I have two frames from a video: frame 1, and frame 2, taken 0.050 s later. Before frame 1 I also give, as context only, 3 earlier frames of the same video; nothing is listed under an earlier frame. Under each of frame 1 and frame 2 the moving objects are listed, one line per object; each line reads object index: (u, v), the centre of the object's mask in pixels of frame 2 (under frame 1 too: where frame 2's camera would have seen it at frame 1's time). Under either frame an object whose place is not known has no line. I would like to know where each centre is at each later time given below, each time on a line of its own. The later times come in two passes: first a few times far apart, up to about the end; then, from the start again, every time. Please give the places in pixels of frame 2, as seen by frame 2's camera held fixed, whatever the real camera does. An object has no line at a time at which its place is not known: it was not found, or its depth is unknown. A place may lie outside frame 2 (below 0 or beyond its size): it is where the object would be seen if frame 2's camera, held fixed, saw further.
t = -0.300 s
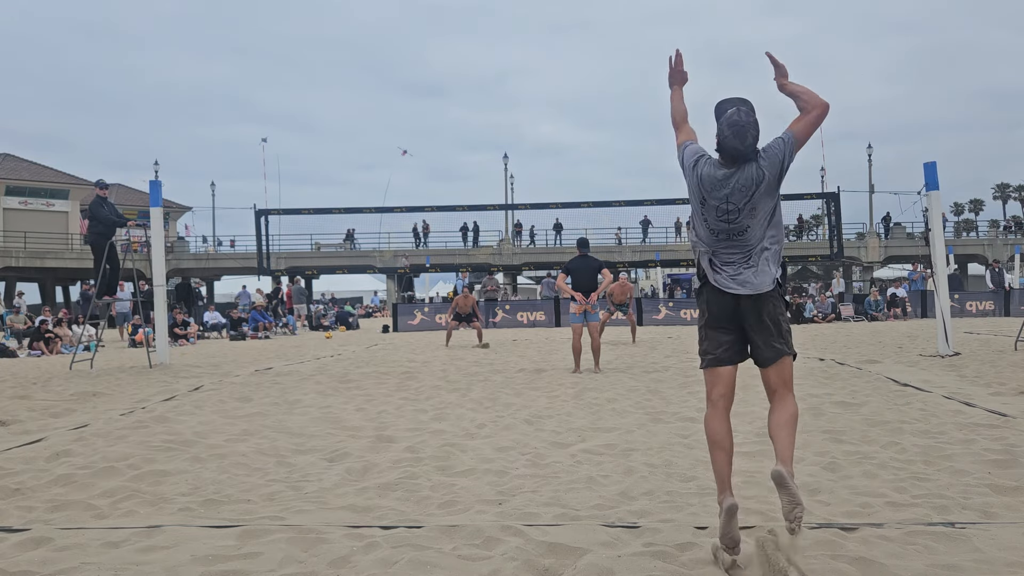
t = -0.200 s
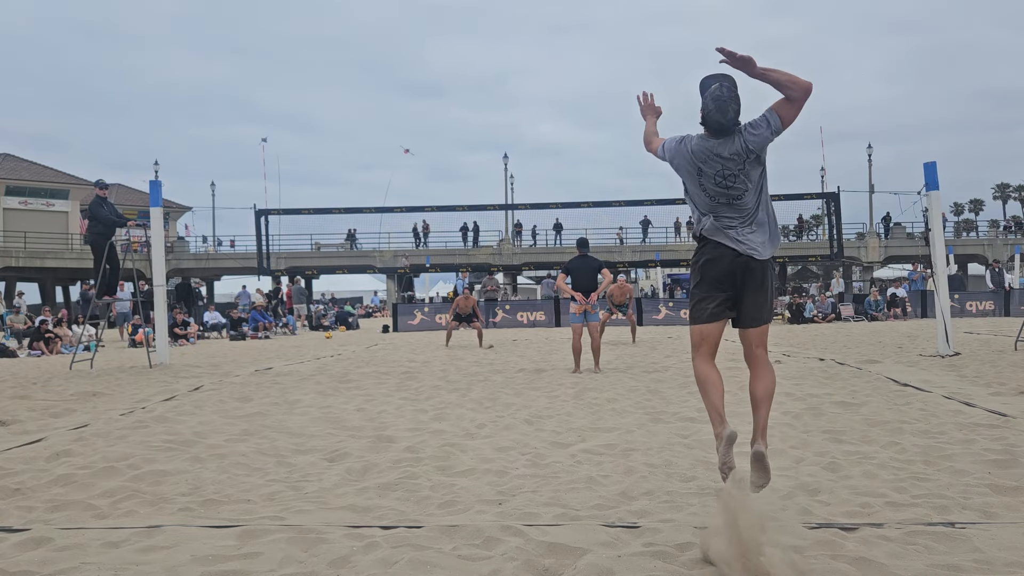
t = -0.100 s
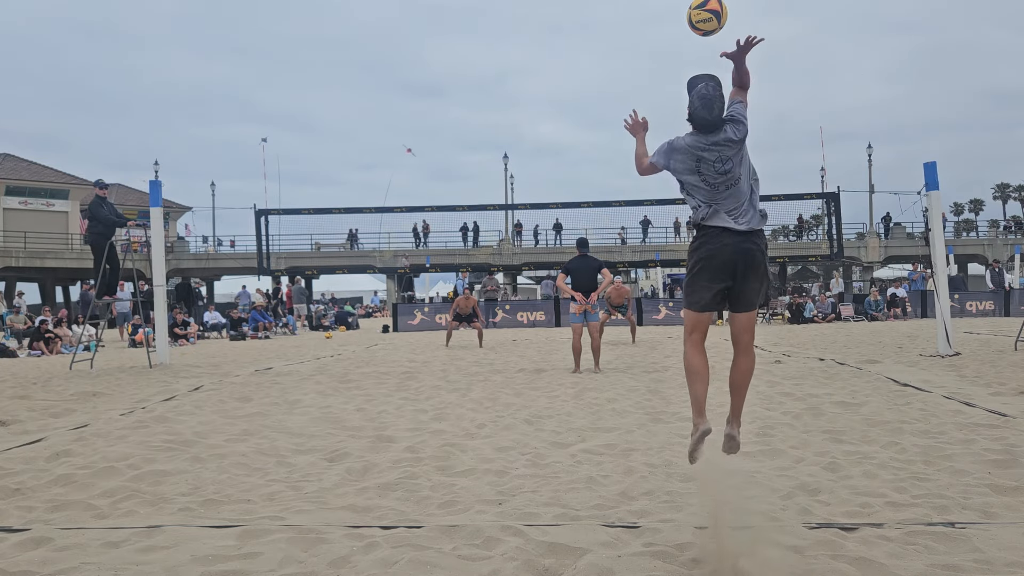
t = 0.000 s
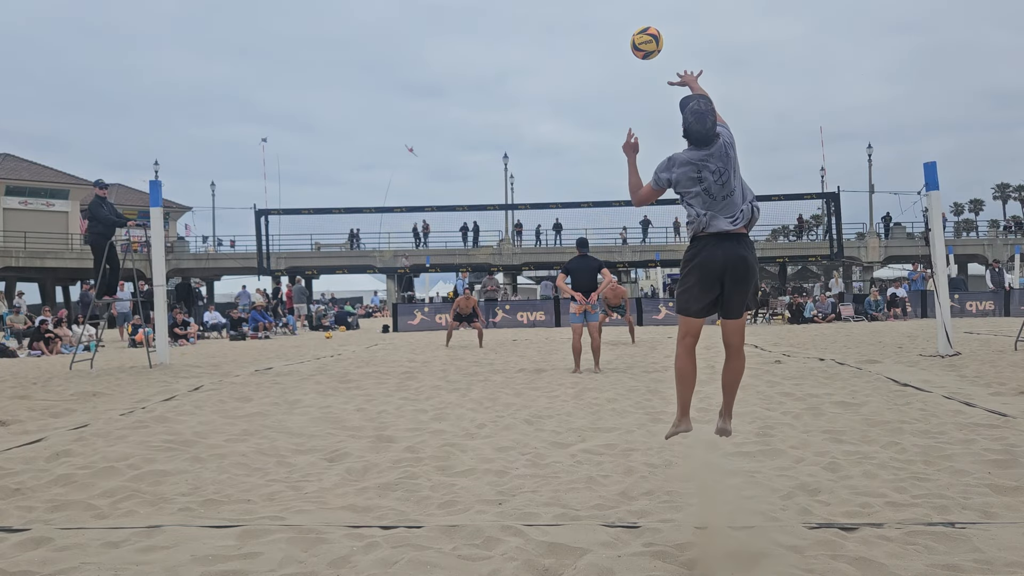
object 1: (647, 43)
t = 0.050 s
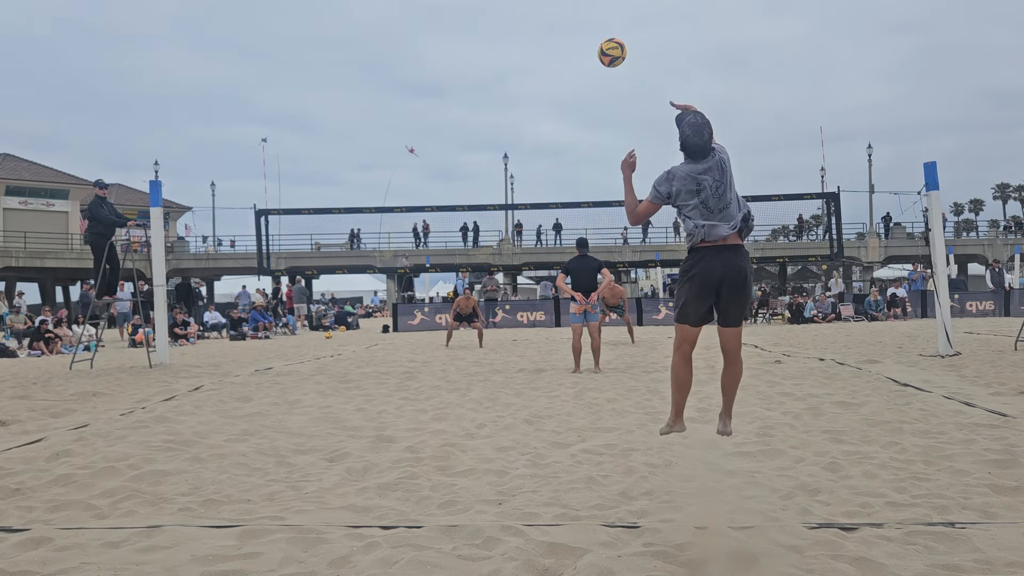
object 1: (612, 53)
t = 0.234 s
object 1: (530, 96)
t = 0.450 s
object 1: (476, 153)
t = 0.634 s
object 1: (446, 200)
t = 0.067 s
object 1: (602, 56)
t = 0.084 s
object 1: (593, 60)
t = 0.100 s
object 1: (584, 63)
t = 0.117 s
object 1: (576, 67)
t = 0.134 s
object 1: (568, 71)
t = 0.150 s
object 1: (561, 76)
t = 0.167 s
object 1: (554, 80)
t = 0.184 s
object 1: (548, 84)
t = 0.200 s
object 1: (542, 88)
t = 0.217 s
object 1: (536, 92)
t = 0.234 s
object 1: (530, 96)
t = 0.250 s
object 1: (525, 101)
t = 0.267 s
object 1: (519, 105)
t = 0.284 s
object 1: (514, 109)
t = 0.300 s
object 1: (510, 113)
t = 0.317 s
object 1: (505, 118)
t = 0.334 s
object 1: (501, 122)
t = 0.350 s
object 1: (497, 126)
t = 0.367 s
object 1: (493, 131)
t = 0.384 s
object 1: (489, 135)
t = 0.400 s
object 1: (486, 140)
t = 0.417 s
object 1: (483, 144)
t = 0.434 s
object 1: (479, 149)
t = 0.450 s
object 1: (476, 153)
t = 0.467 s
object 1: (473, 158)
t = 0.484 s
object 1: (470, 162)
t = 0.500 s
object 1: (467, 166)
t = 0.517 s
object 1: (464, 171)
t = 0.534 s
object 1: (461, 175)
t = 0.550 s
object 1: (458, 179)
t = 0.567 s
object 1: (456, 184)
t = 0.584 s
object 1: (453, 188)
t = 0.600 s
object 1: (451, 193)
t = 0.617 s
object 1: (448, 197)
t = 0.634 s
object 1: (446, 200)
